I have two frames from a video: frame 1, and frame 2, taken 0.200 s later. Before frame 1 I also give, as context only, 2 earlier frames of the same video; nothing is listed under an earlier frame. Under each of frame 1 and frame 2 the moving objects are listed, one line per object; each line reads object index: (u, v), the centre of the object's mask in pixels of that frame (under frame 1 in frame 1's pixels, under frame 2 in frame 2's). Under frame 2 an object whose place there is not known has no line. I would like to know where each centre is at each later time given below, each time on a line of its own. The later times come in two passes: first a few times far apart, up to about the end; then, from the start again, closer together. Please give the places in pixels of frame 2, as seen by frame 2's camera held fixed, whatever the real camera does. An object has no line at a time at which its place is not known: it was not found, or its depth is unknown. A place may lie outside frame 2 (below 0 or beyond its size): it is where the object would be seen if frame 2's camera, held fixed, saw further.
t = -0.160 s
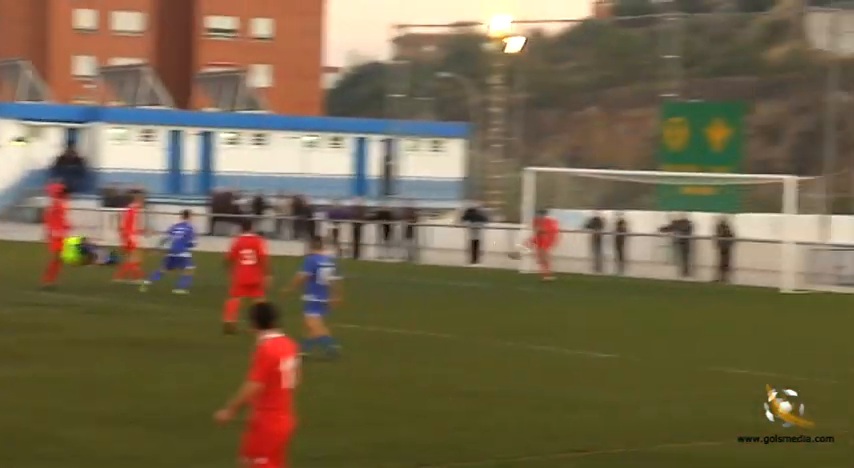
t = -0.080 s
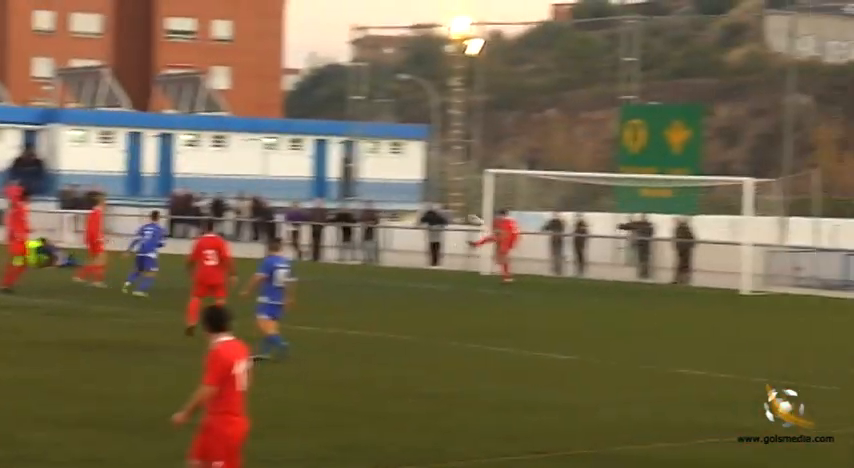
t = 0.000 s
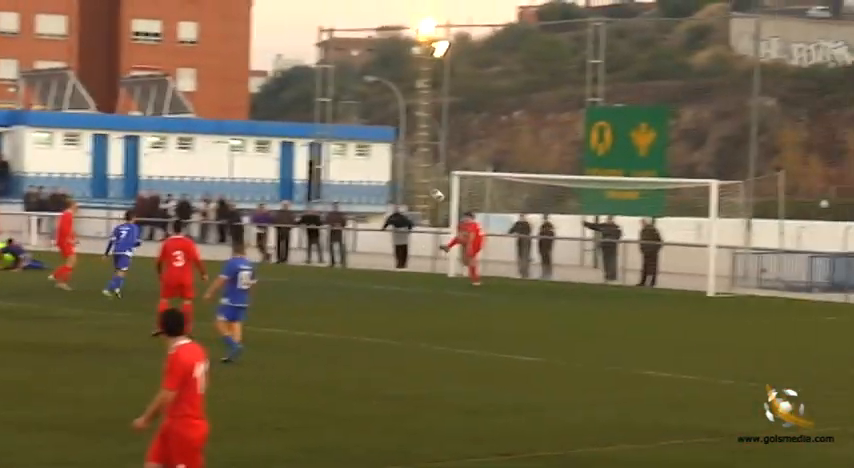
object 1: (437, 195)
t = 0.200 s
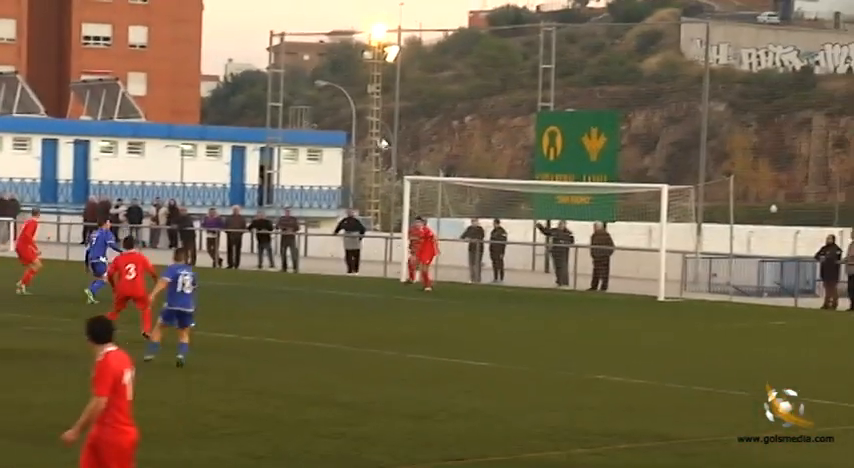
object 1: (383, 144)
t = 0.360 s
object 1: (380, 116)
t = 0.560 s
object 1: (387, 101)
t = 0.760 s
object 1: (400, 111)
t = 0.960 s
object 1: (417, 155)
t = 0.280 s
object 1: (381, 128)
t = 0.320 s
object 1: (381, 121)
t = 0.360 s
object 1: (380, 116)
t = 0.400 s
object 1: (382, 110)
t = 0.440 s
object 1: (382, 106)
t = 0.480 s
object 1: (384, 103)
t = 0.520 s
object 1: (386, 101)
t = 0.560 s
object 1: (387, 101)
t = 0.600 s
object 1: (389, 100)
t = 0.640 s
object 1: (391, 102)
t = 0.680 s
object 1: (394, 104)
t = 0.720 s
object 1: (396, 107)
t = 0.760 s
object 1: (400, 111)
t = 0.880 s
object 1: (410, 134)
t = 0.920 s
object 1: (414, 142)
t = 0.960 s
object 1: (417, 155)
